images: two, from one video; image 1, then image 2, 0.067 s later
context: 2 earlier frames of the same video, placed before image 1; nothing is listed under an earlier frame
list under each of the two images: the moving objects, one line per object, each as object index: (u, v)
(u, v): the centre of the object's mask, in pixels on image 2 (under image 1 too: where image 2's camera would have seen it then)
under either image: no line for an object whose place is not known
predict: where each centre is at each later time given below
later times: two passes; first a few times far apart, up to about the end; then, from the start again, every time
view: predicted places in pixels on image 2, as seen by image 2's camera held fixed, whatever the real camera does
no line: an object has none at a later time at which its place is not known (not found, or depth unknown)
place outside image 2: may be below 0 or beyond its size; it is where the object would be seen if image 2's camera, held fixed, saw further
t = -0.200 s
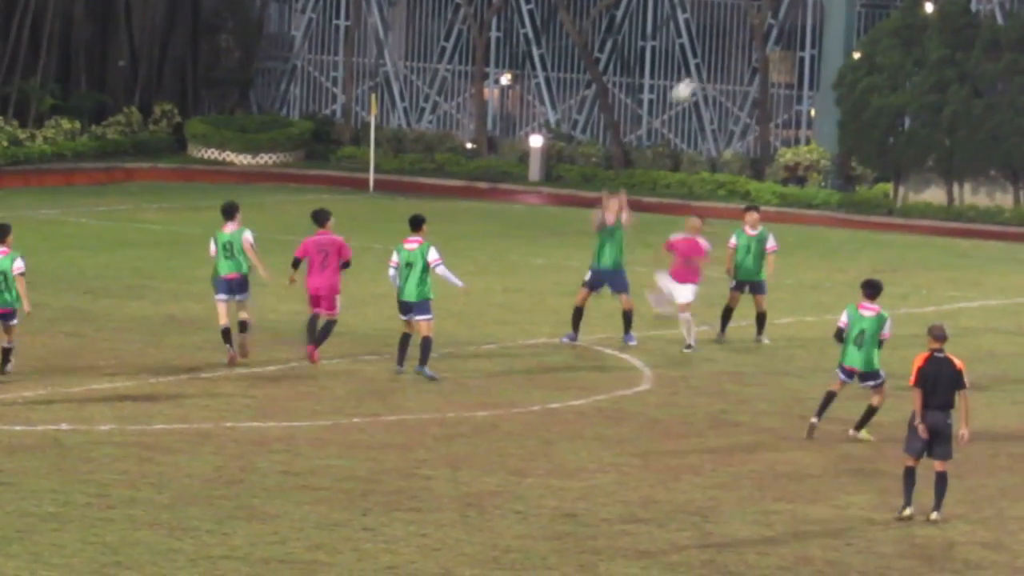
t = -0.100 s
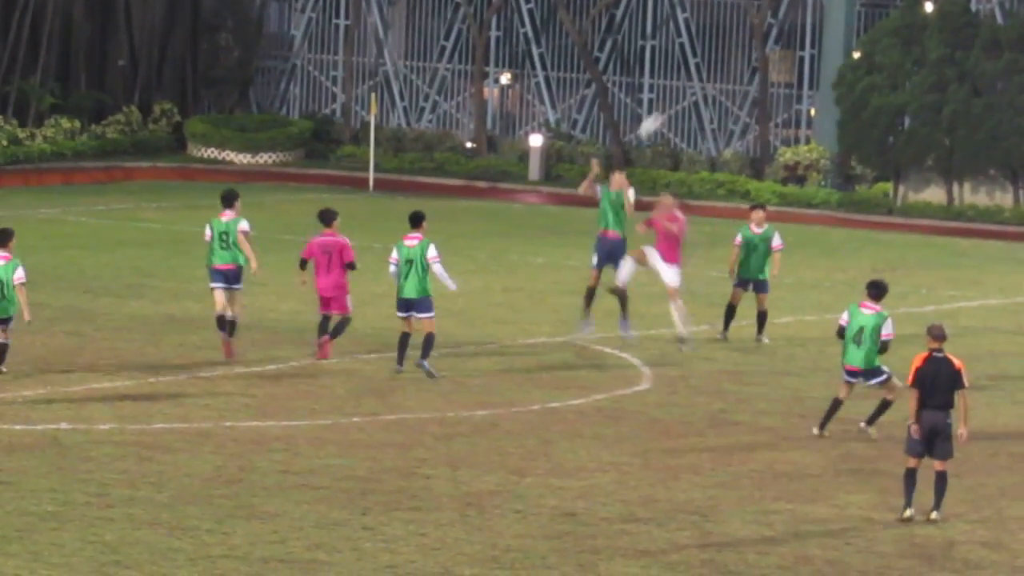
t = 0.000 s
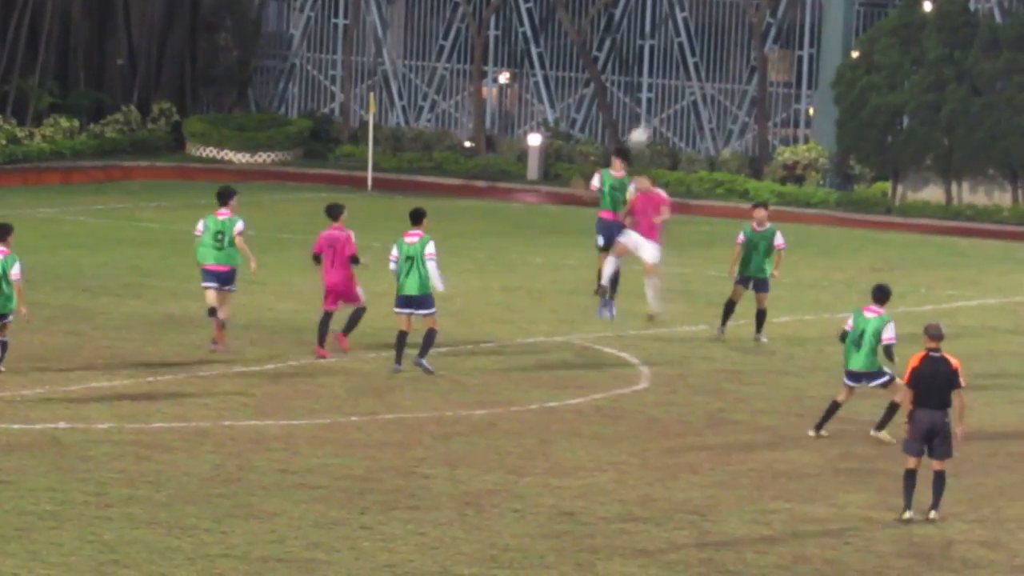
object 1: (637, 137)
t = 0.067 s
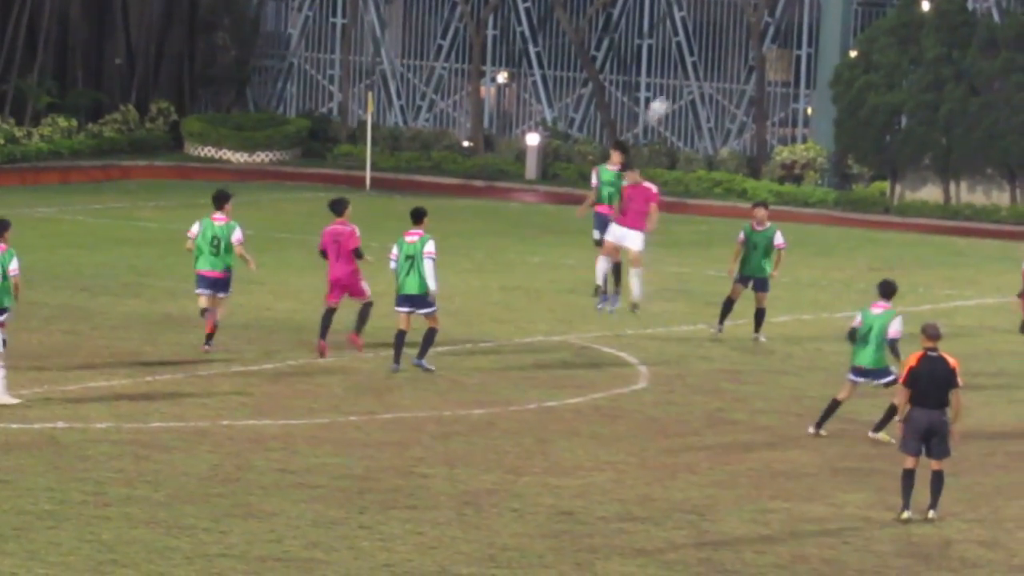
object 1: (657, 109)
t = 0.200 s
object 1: (697, 66)
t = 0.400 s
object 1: (759, 32)
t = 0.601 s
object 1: (820, 32)
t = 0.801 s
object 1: (881, 66)
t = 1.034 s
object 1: (953, 149)
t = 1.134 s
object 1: (985, 199)
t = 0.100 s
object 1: (667, 98)
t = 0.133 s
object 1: (677, 85)
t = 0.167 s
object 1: (687, 76)
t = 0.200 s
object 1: (697, 66)
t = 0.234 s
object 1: (708, 58)
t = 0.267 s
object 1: (718, 51)
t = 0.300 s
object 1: (728, 46)
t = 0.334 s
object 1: (738, 40)
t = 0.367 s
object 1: (748, 36)
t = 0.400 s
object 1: (759, 32)
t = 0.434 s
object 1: (768, 30)
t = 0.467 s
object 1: (779, 29)
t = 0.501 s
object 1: (788, 28)
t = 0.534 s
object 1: (800, 29)
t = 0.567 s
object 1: (810, 30)
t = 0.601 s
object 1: (820, 32)
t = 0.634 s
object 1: (829, 35)
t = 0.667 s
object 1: (841, 40)
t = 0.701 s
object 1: (851, 45)
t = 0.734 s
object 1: (861, 51)
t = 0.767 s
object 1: (871, 58)
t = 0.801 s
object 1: (881, 66)
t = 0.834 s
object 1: (892, 75)
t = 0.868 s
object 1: (902, 85)
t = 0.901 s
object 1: (912, 96)
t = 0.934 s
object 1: (922, 107)
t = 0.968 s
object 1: (933, 121)
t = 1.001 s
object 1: (943, 135)
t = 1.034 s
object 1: (953, 149)
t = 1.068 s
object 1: (964, 163)
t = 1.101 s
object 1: (975, 178)
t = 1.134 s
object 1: (985, 199)
